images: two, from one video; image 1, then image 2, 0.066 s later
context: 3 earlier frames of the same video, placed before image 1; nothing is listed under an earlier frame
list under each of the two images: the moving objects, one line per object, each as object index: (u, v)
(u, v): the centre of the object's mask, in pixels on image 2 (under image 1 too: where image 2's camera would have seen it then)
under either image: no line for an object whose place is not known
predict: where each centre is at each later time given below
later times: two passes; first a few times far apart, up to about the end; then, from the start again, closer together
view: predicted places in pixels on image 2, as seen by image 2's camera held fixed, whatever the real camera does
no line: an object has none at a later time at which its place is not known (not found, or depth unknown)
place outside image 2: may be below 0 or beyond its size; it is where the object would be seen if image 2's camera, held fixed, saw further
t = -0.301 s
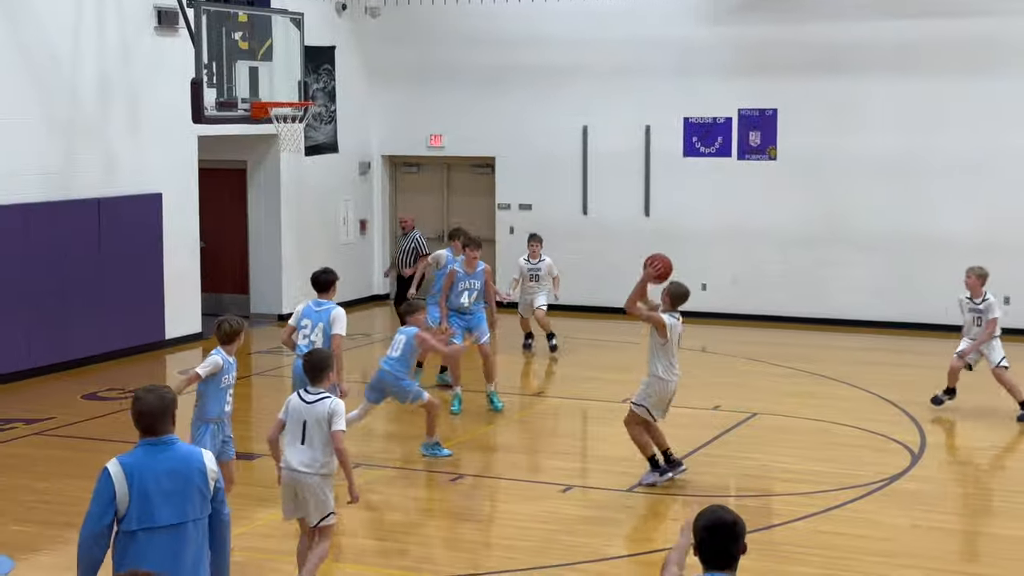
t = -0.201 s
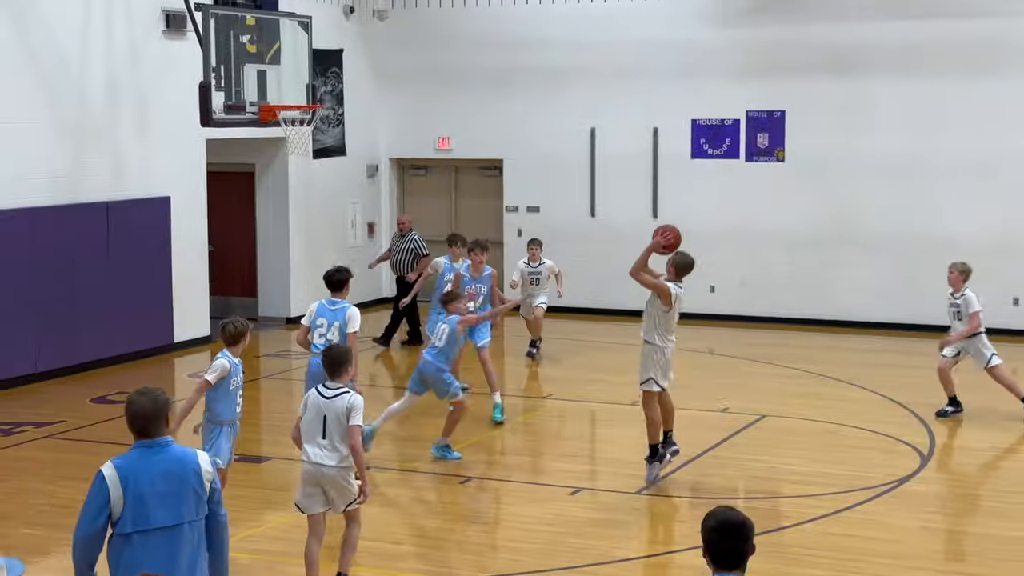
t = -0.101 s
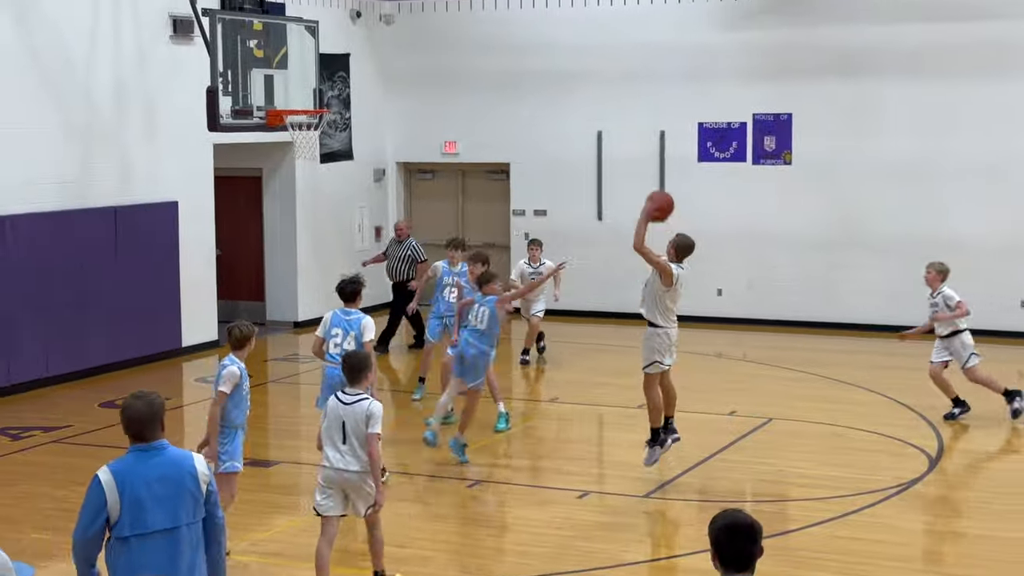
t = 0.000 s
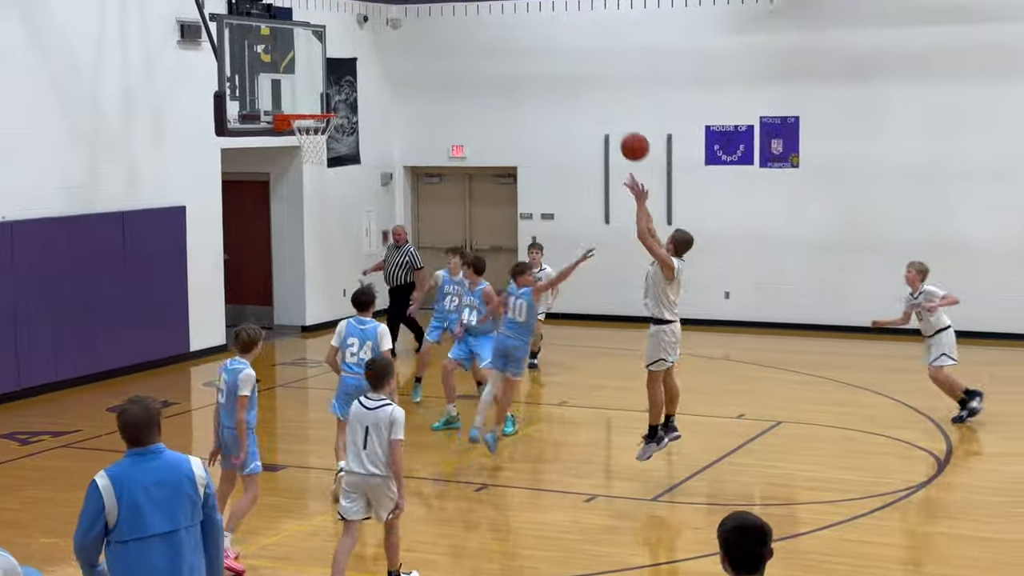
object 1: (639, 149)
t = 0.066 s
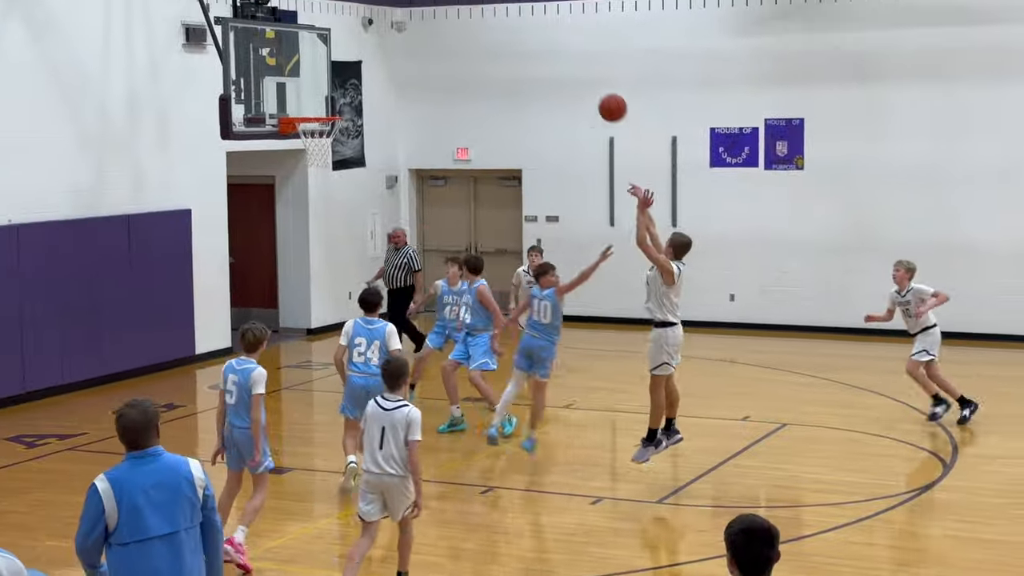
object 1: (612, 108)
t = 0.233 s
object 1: (548, 32)
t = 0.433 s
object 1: (480, -5)
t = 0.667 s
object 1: (406, -5)
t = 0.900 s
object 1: (342, 59)
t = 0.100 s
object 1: (599, 90)
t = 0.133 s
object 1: (586, 73)
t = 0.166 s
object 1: (573, 58)
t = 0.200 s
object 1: (561, 44)
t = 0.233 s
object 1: (548, 32)
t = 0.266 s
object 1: (536, 22)
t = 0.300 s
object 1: (524, 12)
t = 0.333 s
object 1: (513, 4)
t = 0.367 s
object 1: (502, 0)
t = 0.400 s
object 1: (491, -4)
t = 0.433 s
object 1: (480, -5)
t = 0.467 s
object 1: (469, -7)
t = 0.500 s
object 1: (458, -9)
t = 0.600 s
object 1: (426, -9)
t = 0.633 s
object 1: (415, -9)
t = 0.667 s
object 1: (406, -5)
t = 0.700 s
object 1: (397, 1)
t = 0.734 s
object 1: (387, 8)
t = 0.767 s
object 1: (377, 16)
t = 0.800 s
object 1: (368, 26)
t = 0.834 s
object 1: (359, 35)
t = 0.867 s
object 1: (350, 46)
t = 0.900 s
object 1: (342, 59)
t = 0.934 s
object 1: (333, 71)
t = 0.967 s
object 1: (324, 84)
